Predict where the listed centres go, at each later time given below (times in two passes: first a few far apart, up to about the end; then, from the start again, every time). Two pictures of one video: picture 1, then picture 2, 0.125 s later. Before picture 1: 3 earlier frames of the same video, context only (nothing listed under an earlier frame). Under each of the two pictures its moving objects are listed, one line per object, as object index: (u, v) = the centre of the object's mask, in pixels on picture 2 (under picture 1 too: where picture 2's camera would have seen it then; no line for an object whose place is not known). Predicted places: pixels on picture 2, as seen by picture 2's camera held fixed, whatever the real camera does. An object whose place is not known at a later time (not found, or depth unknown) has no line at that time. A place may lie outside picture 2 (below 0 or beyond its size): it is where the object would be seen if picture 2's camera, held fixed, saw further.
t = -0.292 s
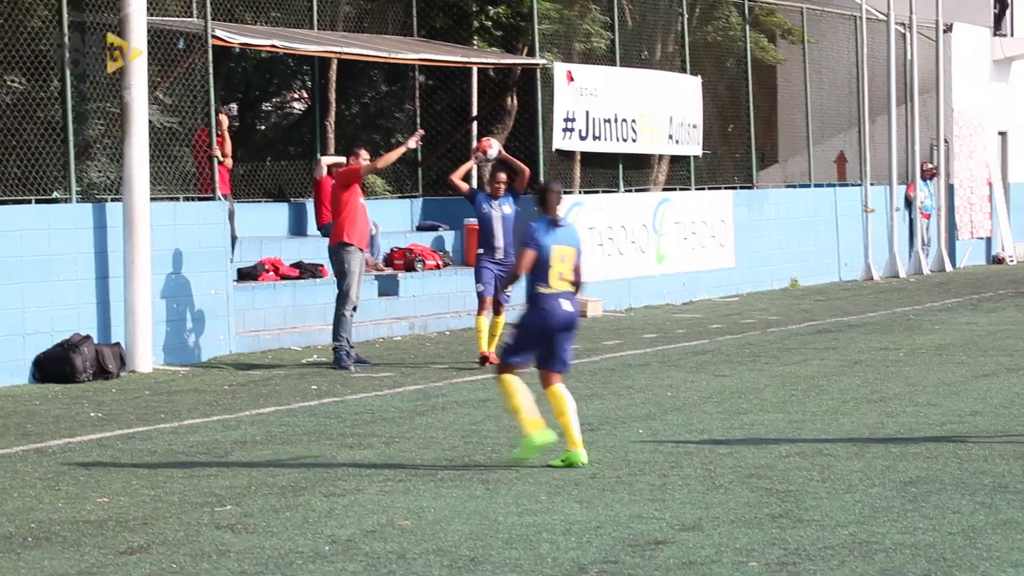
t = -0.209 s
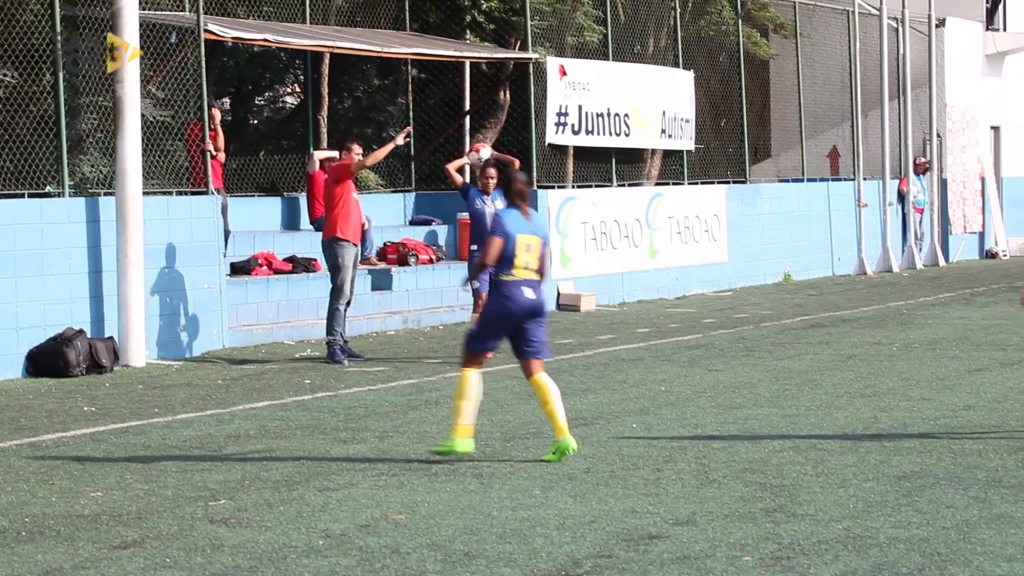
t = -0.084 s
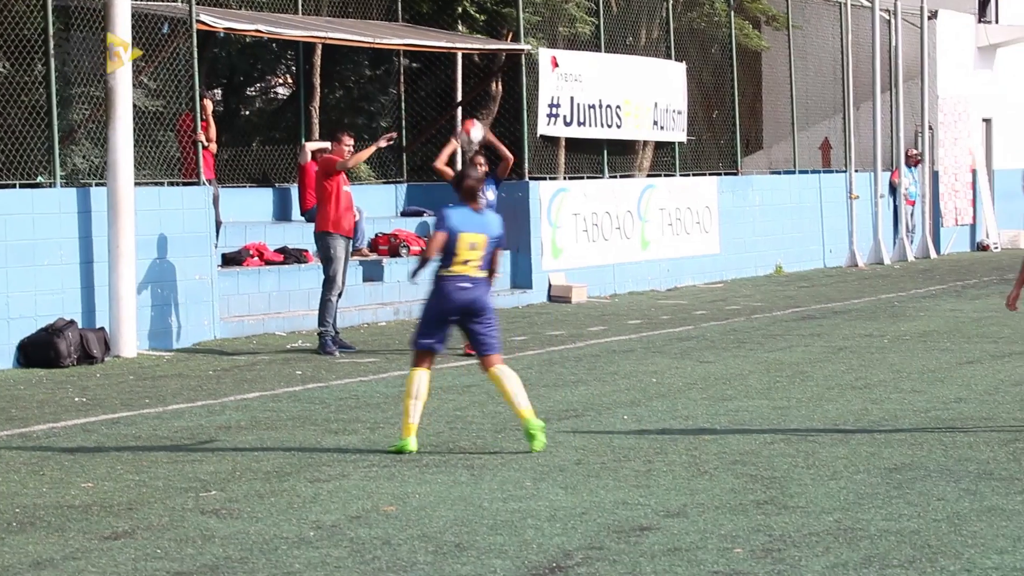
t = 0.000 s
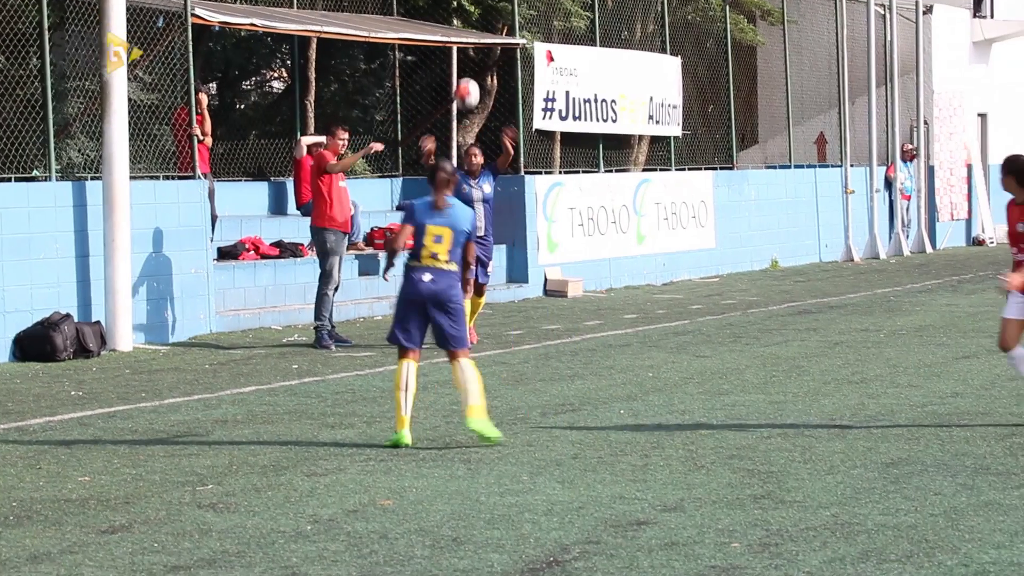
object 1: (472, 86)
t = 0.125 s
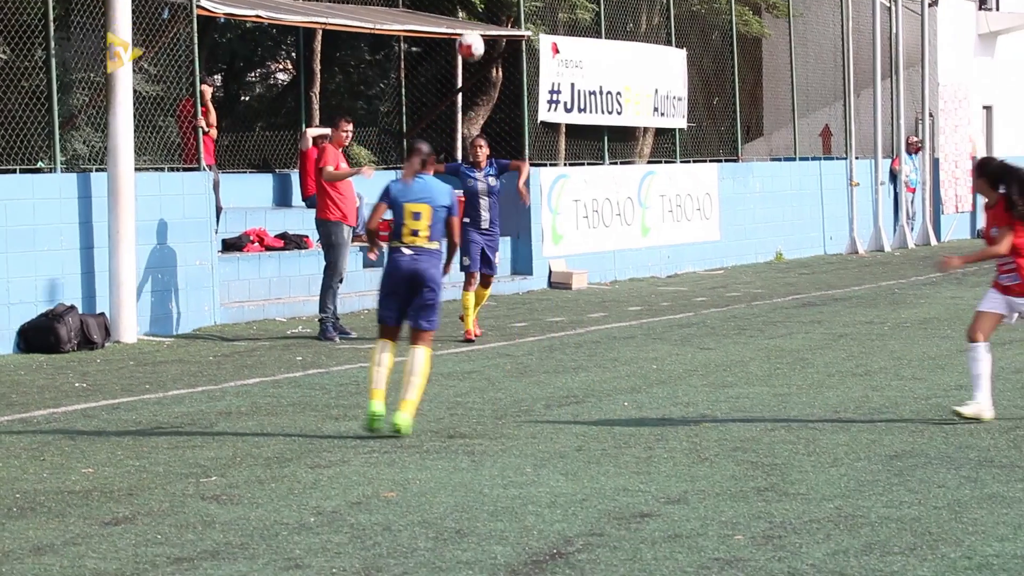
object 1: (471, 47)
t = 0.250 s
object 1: (469, 22)
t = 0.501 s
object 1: (464, 38)
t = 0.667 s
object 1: (462, 102)
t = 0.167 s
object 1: (471, 36)
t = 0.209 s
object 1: (471, 29)
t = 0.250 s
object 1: (469, 22)
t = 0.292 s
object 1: (468, 20)
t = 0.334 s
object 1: (466, 21)
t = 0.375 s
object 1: (465, 23)
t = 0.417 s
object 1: (465, 26)
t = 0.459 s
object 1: (464, 30)
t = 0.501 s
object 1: (464, 38)
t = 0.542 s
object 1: (462, 50)
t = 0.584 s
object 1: (460, 64)
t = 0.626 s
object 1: (462, 82)
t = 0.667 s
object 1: (462, 102)
